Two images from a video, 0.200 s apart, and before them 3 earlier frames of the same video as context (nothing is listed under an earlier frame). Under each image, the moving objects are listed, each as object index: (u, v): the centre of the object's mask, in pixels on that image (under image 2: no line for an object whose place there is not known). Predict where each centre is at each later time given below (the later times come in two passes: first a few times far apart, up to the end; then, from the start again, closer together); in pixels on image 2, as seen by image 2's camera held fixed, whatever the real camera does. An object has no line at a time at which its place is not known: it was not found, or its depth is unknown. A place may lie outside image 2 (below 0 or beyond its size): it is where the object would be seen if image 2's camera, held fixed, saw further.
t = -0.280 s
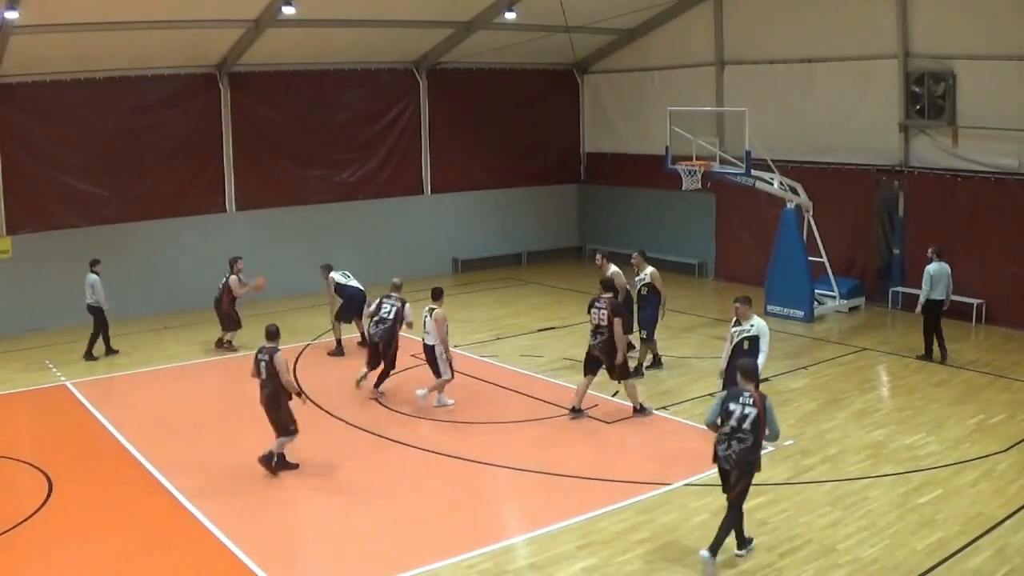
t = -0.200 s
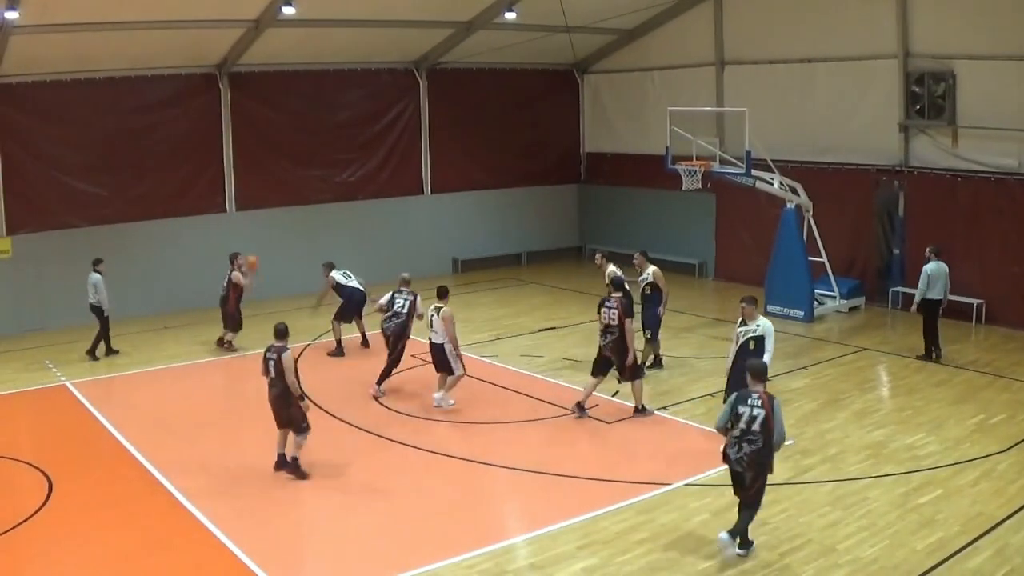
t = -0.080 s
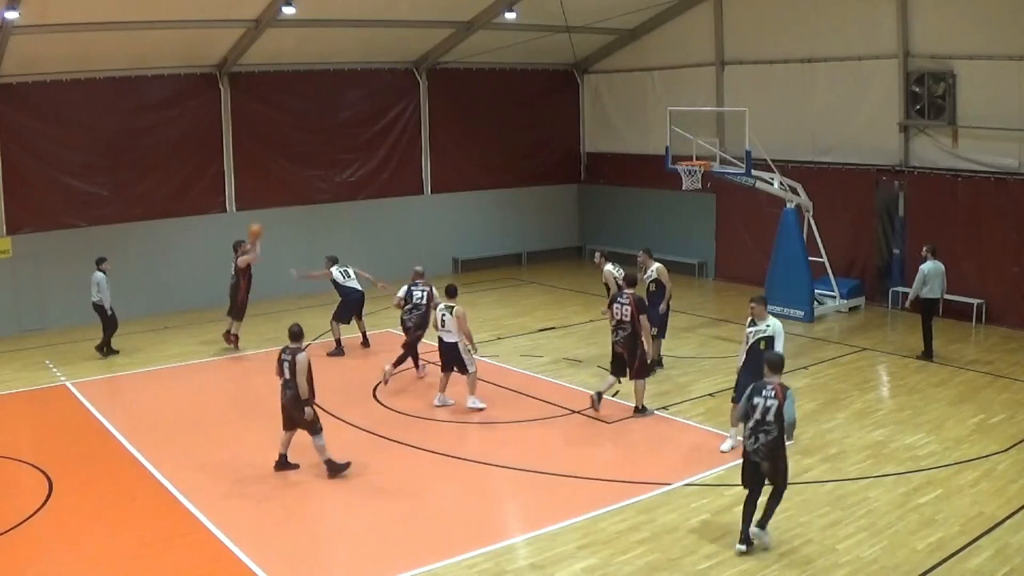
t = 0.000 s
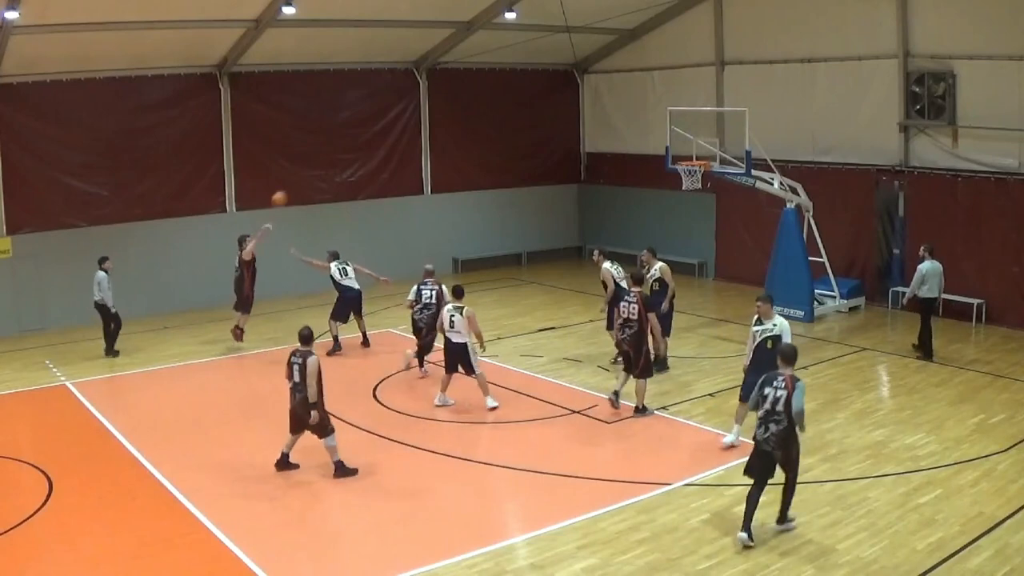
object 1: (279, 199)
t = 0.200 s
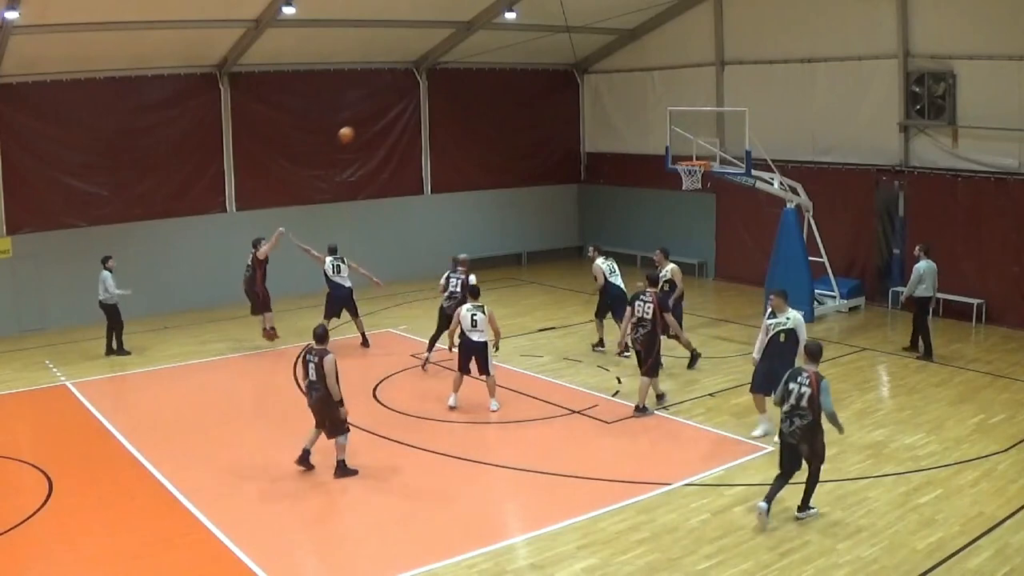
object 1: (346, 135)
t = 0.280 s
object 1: (373, 115)
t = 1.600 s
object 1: (717, 202)
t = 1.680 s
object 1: (719, 220)
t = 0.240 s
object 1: (359, 124)
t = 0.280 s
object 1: (373, 115)
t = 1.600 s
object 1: (717, 202)
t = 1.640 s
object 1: (718, 211)
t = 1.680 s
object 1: (719, 220)
